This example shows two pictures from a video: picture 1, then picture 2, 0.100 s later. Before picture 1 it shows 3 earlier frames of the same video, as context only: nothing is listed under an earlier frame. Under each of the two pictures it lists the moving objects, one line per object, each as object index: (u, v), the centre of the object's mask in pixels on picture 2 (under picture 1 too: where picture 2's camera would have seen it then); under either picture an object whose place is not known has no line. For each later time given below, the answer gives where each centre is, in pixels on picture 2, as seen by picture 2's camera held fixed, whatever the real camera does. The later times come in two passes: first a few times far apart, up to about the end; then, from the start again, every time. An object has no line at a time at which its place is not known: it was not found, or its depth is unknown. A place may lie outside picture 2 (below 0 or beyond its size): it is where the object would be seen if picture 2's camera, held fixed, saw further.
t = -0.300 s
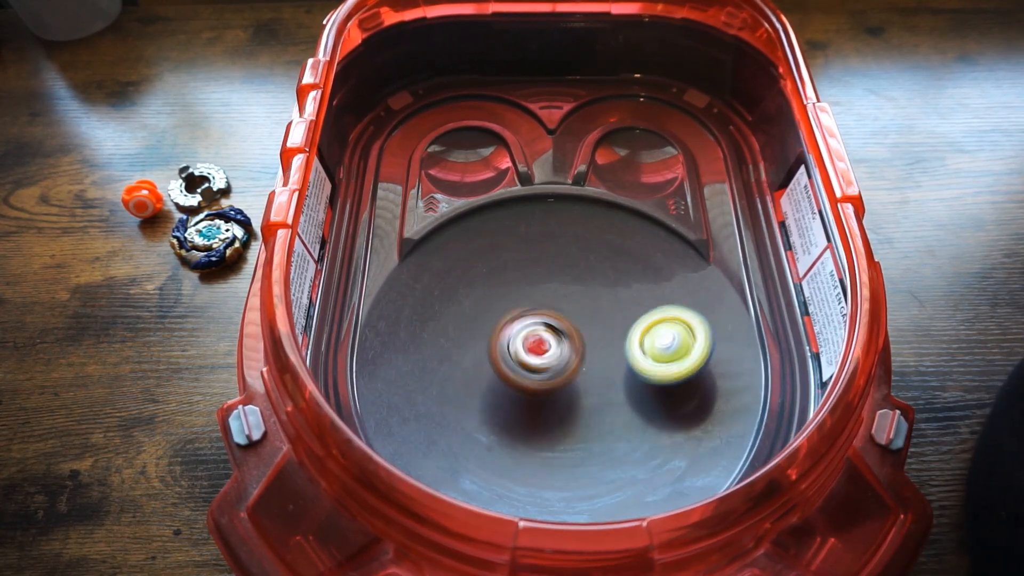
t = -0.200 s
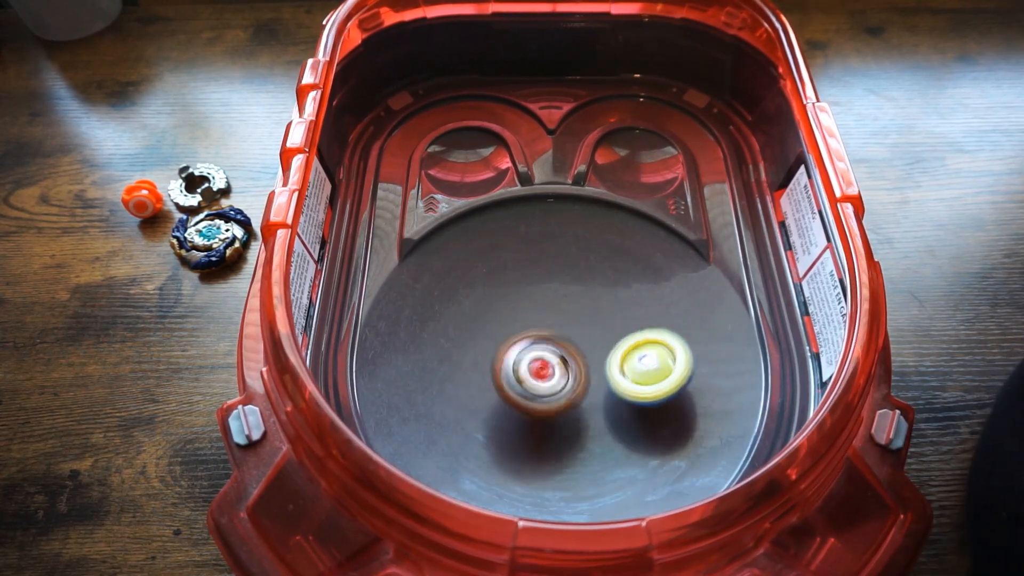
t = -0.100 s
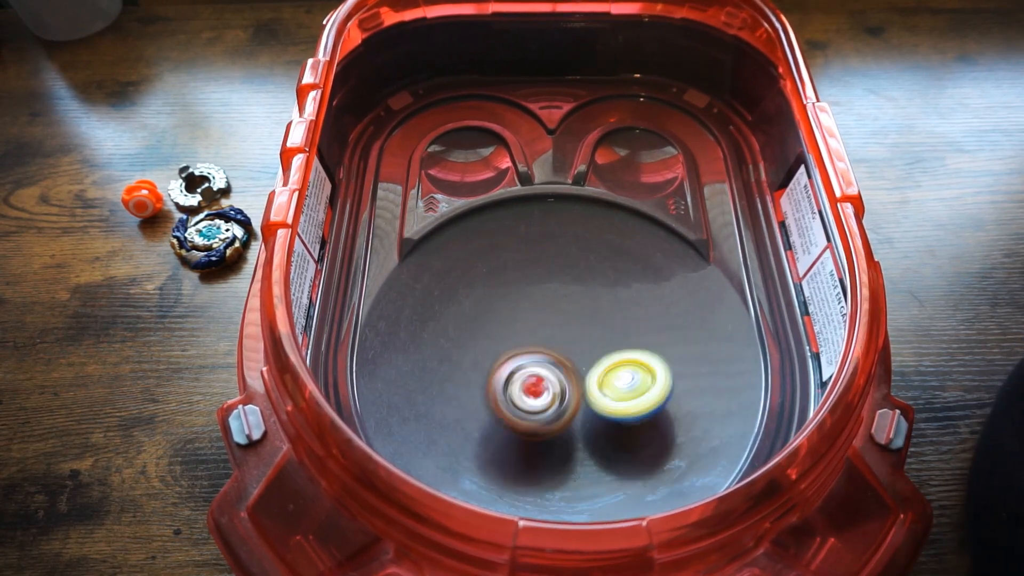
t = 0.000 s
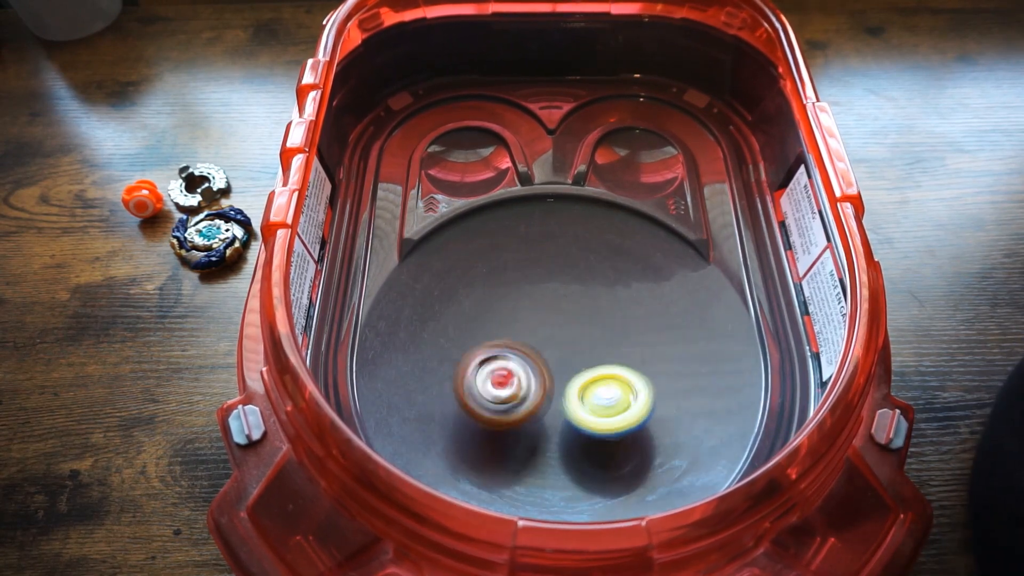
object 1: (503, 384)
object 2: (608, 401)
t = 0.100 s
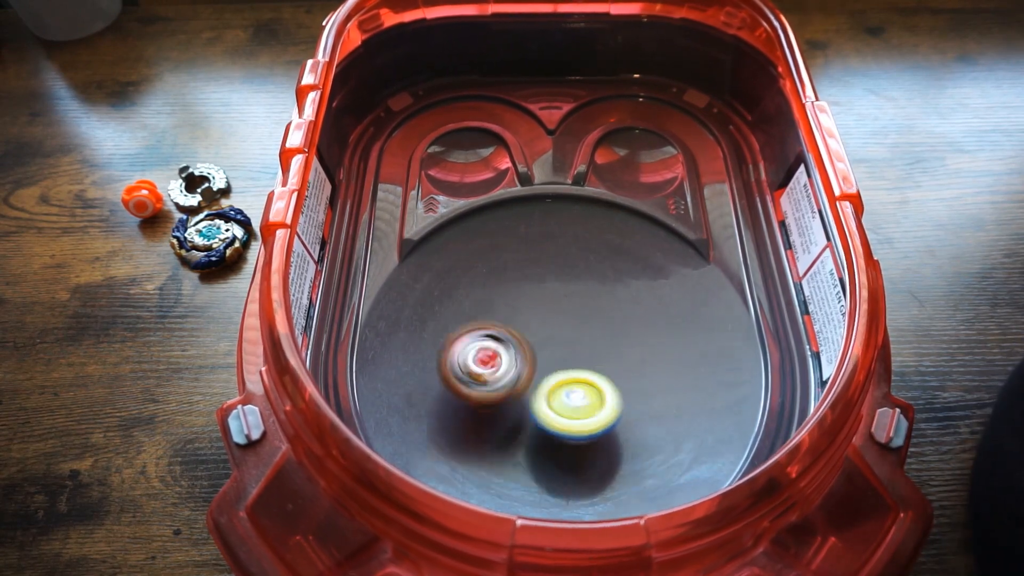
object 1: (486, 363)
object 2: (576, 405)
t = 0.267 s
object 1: (491, 303)
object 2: (548, 404)
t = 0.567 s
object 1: (606, 303)
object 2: (520, 336)
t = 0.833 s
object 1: (569, 391)
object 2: (559, 289)
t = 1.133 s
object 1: (504, 337)
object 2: (621, 294)
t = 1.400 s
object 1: (553, 293)
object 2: (629, 343)
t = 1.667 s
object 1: (566, 288)
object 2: (581, 383)
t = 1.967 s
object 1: (585, 314)
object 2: (515, 365)
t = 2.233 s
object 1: (626, 344)
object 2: (512, 325)
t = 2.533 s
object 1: (612, 396)
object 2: (562, 319)
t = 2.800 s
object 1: (566, 425)
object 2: (556, 340)
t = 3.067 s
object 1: (519, 415)
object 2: (554, 324)
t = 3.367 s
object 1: (489, 377)
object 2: (584, 304)
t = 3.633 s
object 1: (498, 348)
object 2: (588, 319)
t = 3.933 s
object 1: (502, 326)
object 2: (592, 328)
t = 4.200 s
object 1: (503, 316)
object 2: (596, 334)
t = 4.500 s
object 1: (500, 306)
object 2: (585, 337)
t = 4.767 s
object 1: (502, 290)
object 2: (587, 357)
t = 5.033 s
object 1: (532, 301)
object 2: (544, 360)
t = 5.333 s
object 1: (577, 308)
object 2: (494, 379)
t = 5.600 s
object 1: (591, 344)
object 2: (500, 375)
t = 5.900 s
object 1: (611, 356)
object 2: (514, 374)
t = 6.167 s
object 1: (588, 347)
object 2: (538, 395)
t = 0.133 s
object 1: (485, 355)
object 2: (567, 405)
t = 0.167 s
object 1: (485, 345)
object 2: (561, 407)
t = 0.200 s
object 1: (483, 332)
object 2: (558, 409)
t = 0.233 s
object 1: (485, 316)
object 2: (554, 408)
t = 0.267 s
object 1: (491, 303)
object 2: (548, 404)
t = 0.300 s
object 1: (500, 291)
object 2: (540, 397)
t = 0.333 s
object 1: (513, 282)
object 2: (534, 390)
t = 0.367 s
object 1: (525, 277)
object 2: (530, 383)
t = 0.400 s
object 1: (541, 273)
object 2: (525, 374)
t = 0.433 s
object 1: (557, 274)
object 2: (522, 367)
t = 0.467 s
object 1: (572, 276)
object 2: (521, 359)
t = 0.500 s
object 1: (585, 284)
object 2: (520, 351)
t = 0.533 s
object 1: (596, 292)
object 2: (519, 343)
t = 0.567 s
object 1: (606, 303)
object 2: (520, 336)
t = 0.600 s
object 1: (612, 315)
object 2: (522, 328)
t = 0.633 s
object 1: (619, 327)
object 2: (525, 320)
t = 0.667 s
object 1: (619, 343)
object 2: (528, 314)
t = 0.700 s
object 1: (614, 356)
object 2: (533, 308)
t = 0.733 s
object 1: (608, 369)
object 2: (538, 302)
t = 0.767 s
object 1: (596, 379)
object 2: (544, 297)
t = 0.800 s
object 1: (585, 387)
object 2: (551, 293)
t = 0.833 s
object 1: (569, 391)
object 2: (559, 289)
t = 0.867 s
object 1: (560, 393)
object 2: (565, 286)
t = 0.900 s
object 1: (545, 392)
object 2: (574, 285)
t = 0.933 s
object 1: (533, 386)
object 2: (582, 283)
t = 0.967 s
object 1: (523, 383)
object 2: (590, 282)
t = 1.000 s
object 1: (514, 373)
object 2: (598, 284)
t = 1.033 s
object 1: (507, 365)
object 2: (605, 285)
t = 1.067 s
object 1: (503, 356)
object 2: (611, 287)
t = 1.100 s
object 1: (503, 346)
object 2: (616, 290)
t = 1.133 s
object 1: (504, 337)
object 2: (621, 294)
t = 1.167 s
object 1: (507, 330)
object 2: (624, 298)
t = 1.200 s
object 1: (511, 321)
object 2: (626, 303)
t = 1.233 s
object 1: (518, 315)
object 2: (628, 308)
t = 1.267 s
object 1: (525, 308)
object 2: (629, 314)
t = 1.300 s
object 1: (534, 304)
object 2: (628, 320)
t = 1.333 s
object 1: (543, 299)
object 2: (627, 327)
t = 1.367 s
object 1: (552, 299)
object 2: (626, 335)
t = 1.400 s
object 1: (553, 293)
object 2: (629, 343)
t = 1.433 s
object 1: (554, 290)
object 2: (627, 352)
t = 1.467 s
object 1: (554, 286)
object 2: (623, 359)
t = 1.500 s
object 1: (556, 284)
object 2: (617, 364)
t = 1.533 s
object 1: (560, 283)
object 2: (611, 370)
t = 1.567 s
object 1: (560, 285)
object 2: (605, 374)
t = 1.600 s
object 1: (562, 284)
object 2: (597, 378)
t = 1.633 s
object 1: (562, 286)
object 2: (589, 381)
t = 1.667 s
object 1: (566, 288)
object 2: (581, 383)
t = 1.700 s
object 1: (565, 290)
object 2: (572, 384)
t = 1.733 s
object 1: (568, 296)
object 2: (563, 383)
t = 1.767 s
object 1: (568, 299)
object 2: (555, 382)
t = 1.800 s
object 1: (570, 304)
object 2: (547, 379)
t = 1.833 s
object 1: (570, 309)
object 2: (539, 378)
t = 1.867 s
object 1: (571, 311)
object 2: (531, 378)
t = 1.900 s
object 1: (576, 312)
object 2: (523, 376)
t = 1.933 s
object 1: (583, 314)
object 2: (518, 372)
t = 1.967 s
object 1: (585, 314)
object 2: (515, 365)
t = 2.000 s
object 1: (589, 317)
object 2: (513, 358)
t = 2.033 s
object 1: (595, 320)
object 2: (513, 353)
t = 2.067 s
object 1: (594, 322)
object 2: (514, 346)
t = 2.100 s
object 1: (597, 326)
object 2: (514, 340)
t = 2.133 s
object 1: (599, 329)
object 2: (516, 335)
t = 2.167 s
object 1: (607, 332)
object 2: (512, 331)
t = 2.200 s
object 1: (617, 337)
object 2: (510, 328)
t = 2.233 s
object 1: (626, 344)
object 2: (512, 325)
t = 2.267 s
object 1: (632, 351)
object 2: (516, 320)
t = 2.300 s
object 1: (633, 357)
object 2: (523, 319)
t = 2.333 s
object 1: (634, 364)
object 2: (531, 318)
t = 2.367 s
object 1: (634, 372)
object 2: (538, 318)
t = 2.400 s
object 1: (629, 375)
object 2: (545, 319)
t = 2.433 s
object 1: (627, 380)
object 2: (553, 320)
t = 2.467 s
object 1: (620, 382)
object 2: (558, 323)
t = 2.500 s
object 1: (612, 387)
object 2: (564, 324)
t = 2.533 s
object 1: (612, 396)
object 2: (562, 319)
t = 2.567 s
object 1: (612, 403)
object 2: (558, 316)
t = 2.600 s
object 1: (607, 409)
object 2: (559, 313)
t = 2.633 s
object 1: (604, 417)
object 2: (559, 314)
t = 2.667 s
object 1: (598, 422)
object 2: (562, 320)
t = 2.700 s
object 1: (590, 425)
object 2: (561, 325)
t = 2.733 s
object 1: (581, 427)
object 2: (560, 333)
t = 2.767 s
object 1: (575, 425)
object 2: (559, 339)
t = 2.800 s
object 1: (566, 425)
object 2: (556, 340)
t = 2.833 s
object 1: (561, 432)
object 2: (555, 335)
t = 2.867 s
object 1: (554, 434)
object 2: (554, 328)
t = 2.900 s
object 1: (544, 437)
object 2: (553, 327)
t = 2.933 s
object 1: (536, 438)
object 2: (553, 324)
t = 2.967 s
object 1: (530, 435)
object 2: (552, 324)
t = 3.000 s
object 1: (524, 429)
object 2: (553, 323)
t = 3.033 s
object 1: (519, 423)
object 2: (552, 323)
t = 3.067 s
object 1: (519, 415)
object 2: (554, 324)
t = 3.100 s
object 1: (519, 403)
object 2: (553, 324)
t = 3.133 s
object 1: (516, 395)
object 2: (555, 323)
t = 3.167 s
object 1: (517, 388)
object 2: (559, 320)
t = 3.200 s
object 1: (518, 381)
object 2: (562, 321)
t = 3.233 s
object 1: (511, 379)
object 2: (570, 313)
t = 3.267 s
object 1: (504, 381)
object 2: (576, 309)
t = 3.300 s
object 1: (497, 381)
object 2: (581, 302)
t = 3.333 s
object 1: (493, 381)
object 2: (585, 304)
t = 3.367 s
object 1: (489, 377)
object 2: (584, 304)
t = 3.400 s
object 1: (484, 375)
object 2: (585, 306)
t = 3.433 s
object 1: (486, 371)
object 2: (581, 306)
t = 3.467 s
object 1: (485, 367)
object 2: (583, 308)
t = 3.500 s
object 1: (487, 364)
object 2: (581, 311)
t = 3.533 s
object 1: (491, 359)
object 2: (582, 313)
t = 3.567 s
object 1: (496, 353)
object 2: (578, 316)
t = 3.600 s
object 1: (498, 350)
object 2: (580, 318)
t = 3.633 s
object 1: (498, 348)
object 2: (588, 319)
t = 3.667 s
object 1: (498, 345)
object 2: (593, 319)
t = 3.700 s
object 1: (494, 343)
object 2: (594, 323)
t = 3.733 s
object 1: (494, 338)
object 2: (591, 325)
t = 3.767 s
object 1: (494, 336)
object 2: (590, 325)
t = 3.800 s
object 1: (497, 334)
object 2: (591, 324)
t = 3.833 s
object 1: (495, 331)
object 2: (595, 325)
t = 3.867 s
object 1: (497, 329)
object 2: (596, 329)
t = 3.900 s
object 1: (499, 328)
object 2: (592, 329)
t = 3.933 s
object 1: (502, 326)
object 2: (592, 328)
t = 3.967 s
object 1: (500, 323)
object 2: (594, 327)
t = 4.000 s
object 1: (503, 322)
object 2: (595, 329)
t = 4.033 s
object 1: (505, 321)
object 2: (593, 332)
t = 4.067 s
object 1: (508, 321)
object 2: (590, 331)
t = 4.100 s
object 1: (507, 320)
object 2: (592, 329)
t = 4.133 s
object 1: (506, 319)
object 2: (594, 329)
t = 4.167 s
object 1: (505, 318)
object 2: (595, 332)
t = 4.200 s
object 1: (503, 316)
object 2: (596, 334)
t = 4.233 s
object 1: (501, 316)
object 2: (594, 335)
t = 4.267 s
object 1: (500, 315)
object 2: (593, 333)
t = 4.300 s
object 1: (500, 313)
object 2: (593, 332)
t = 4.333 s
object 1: (501, 311)
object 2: (592, 332)
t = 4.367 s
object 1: (500, 310)
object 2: (592, 334)
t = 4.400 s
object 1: (502, 310)
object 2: (591, 337)
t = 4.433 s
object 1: (502, 308)
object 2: (588, 340)
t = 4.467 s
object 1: (502, 305)
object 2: (585, 339)
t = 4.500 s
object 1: (500, 306)
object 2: (585, 337)
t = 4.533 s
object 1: (504, 302)
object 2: (585, 336)
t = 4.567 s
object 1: (504, 302)
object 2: (587, 334)
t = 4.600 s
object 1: (504, 301)
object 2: (588, 334)
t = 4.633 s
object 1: (505, 301)
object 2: (591, 337)
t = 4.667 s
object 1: (501, 297)
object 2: (596, 342)
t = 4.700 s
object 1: (500, 291)
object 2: (598, 348)
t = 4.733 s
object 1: (499, 289)
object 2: (596, 354)
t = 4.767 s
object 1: (502, 290)
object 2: (587, 357)
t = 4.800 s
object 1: (502, 288)
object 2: (577, 357)
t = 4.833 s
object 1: (505, 288)
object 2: (573, 355)
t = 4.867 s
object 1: (508, 289)
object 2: (568, 355)
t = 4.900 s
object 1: (514, 293)
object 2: (564, 355)
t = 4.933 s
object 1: (520, 295)
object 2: (559, 355)
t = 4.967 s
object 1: (523, 296)
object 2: (555, 355)
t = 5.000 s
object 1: (526, 299)
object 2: (549, 356)
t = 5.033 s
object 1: (532, 301)
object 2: (544, 360)
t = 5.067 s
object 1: (540, 301)
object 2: (538, 365)
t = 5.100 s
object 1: (544, 299)
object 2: (533, 368)
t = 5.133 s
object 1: (546, 299)
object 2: (525, 371)
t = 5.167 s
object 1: (555, 299)
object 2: (519, 372)
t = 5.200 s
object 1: (558, 299)
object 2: (515, 372)
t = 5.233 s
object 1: (562, 299)
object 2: (509, 374)
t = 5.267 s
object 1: (568, 301)
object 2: (503, 375)
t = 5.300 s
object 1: (574, 305)
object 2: (498, 376)
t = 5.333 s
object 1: (577, 308)
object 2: (494, 379)
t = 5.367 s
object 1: (583, 311)
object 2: (491, 380)
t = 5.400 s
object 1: (584, 315)
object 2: (490, 381)
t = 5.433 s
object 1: (586, 322)
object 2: (490, 381)
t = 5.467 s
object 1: (589, 325)
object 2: (491, 381)
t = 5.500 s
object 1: (589, 330)
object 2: (492, 379)
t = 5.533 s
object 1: (588, 336)
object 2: (496, 377)
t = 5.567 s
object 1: (587, 341)
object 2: (500, 375)
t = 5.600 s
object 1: (591, 344)
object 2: (500, 375)
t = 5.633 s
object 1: (592, 346)
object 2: (500, 375)
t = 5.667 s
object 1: (595, 348)
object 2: (502, 374)
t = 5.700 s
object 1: (596, 350)
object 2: (504, 374)
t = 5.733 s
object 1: (599, 352)
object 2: (503, 374)
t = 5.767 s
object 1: (605, 354)
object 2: (503, 374)
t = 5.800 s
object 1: (609, 354)
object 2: (504, 374)
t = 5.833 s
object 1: (608, 354)
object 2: (507, 374)
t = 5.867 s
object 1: (609, 354)
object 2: (510, 374)
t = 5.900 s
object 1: (611, 356)
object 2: (514, 374)
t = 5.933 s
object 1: (610, 355)
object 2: (518, 375)
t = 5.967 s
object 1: (608, 356)
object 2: (523, 376)
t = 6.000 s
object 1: (607, 353)
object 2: (527, 378)
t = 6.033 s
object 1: (602, 352)
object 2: (530, 381)
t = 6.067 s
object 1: (599, 352)
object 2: (532, 384)
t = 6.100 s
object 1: (598, 351)
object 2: (536, 387)
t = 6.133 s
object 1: (596, 350)
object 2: (537, 391)
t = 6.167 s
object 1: (588, 347)
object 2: (538, 395)
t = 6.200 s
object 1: (586, 346)
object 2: (536, 395)
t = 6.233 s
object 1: (583, 342)
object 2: (537, 394)
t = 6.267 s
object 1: (583, 340)
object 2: (536, 393)
